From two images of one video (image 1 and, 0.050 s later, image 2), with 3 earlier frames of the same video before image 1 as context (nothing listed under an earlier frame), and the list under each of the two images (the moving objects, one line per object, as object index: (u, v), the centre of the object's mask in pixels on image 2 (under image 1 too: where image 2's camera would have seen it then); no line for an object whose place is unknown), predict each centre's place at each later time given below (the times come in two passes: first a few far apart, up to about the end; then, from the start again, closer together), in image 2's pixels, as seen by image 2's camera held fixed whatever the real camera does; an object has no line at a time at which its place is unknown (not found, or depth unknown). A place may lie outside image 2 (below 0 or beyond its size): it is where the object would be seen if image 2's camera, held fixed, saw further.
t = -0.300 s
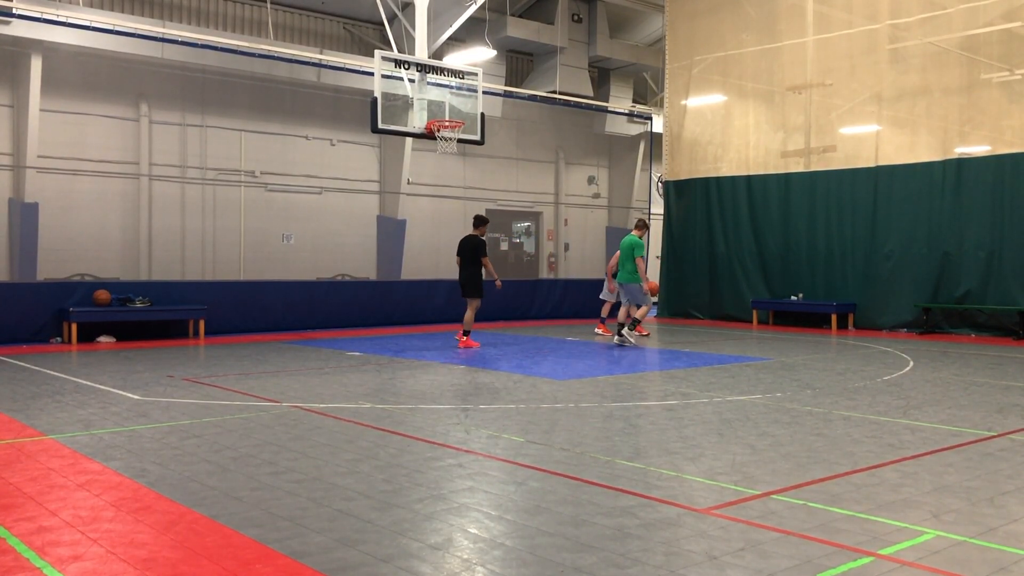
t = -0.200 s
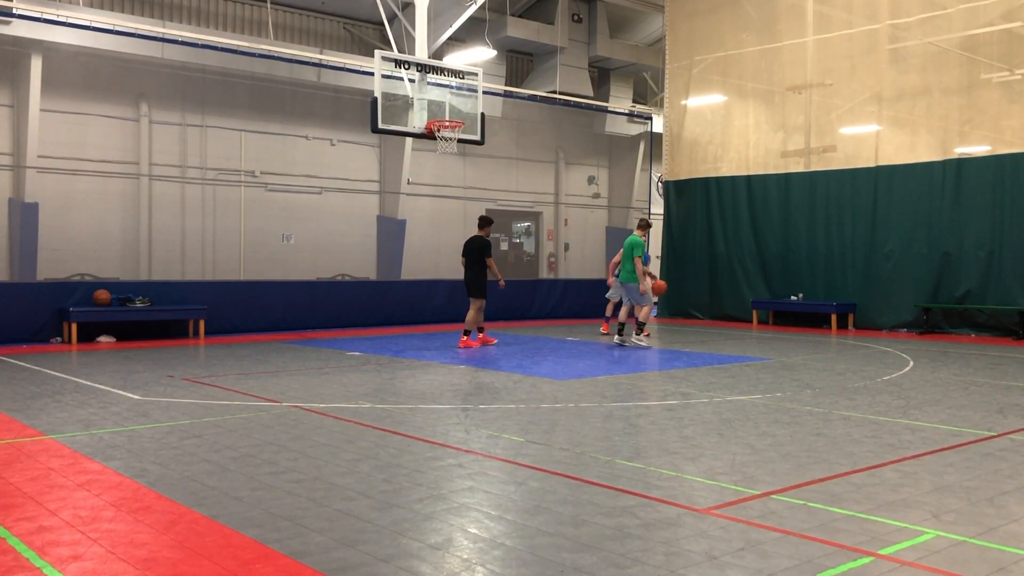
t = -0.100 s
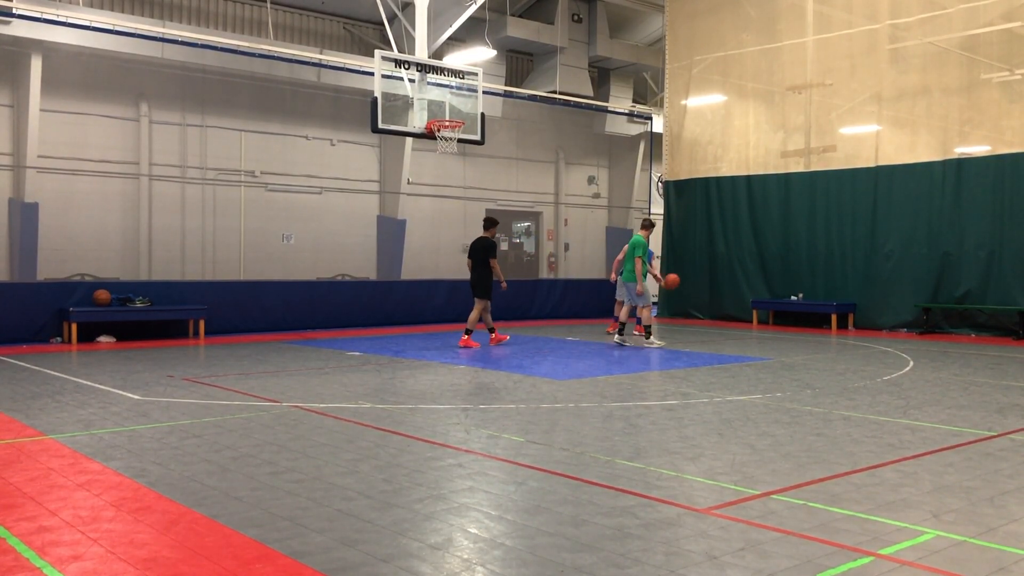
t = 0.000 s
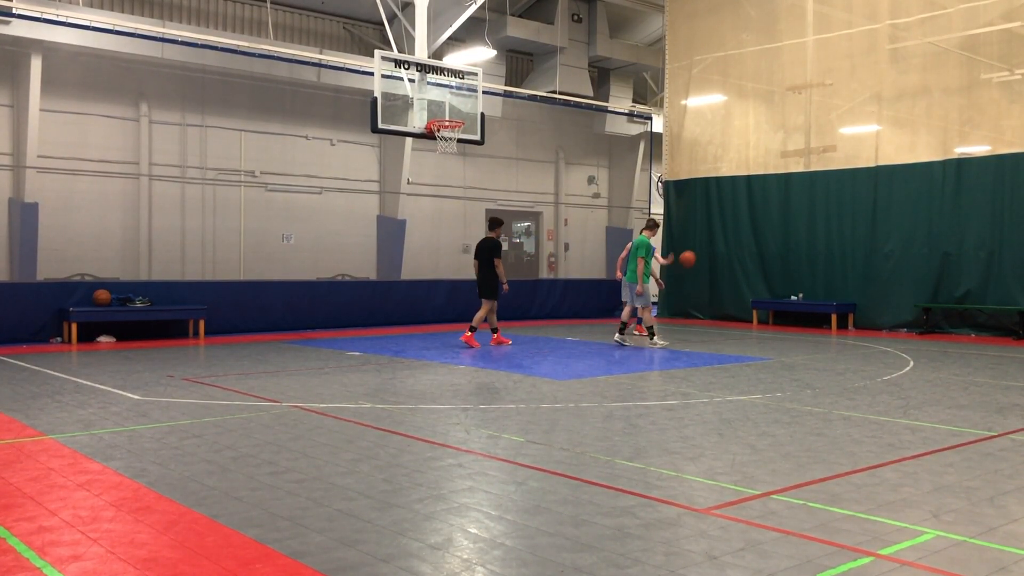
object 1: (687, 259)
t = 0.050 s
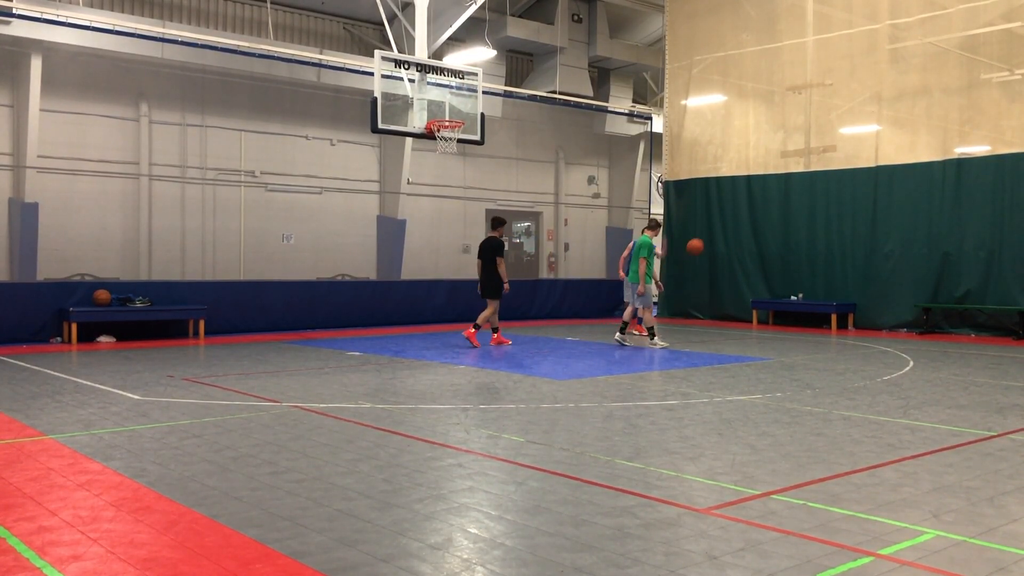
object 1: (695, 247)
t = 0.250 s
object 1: (728, 212)
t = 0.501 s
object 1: (775, 205)
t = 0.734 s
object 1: (825, 244)
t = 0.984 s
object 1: (887, 351)
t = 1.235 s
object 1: (947, 290)
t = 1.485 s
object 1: (1012, 260)
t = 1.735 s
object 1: (945, 358)
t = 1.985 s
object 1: (890, 291)
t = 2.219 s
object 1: (847, 256)
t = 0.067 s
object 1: (698, 243)
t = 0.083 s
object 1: (700, 239)
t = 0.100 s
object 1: (703, 236)
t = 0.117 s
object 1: (706, 232)
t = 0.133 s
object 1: (709, 229)
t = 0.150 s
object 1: (711, 226)
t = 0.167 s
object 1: (714, 224)
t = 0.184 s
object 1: (717, 220)
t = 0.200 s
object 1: (720, 218)
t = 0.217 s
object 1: (723, 216)
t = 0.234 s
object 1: (726, 214)
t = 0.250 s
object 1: (728, 212)
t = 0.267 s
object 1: (731, 209)
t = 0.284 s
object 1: (735, 208)
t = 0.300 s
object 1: (737, 206)
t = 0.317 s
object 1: (740, 205)
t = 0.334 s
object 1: (743, 204)
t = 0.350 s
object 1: (746, 203)
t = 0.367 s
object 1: (749, 203)
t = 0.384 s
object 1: (753, 202)
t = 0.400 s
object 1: (756, 202)
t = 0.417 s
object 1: (759, 202)
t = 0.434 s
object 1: (762, 202)
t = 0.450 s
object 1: (765, 202)
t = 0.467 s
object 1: (769, 203)
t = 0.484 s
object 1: (772, 204)
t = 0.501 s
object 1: (775, 205)
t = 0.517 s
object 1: (779, 206)
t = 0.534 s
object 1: (782, 207)
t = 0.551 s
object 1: (786, 209)
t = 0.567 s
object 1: (789, 211)
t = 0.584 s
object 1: (792, 213)
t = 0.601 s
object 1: (796, 215)
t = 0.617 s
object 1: (800, 218)
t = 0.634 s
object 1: (803, 221)
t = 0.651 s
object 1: (807, 224)
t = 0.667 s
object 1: (810, 228)
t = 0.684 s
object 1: (814, 231)
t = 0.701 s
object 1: (818, 235)
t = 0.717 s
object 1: (822, 239)
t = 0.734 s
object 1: (825, 244)
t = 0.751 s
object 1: (829, 249)
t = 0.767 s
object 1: (833, 254)
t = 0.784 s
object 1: (837, 259)
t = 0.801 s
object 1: (841, 265)
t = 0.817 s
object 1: (845, 272)
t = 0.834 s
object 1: (849, 278)
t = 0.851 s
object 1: (853, 285)
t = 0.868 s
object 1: (858, 291)
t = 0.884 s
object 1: (861, 299)
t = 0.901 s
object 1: (866, 307)
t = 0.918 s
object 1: (870, 314)
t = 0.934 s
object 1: (874, 323)
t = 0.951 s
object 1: (878, 331)
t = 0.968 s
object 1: (883, 341)
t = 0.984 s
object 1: (887, 351)
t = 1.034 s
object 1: (899, 352)
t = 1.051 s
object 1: (903, 345)
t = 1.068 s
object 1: (907, 339)
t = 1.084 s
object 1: (911, 333)
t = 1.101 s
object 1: (915, 327)
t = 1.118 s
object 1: (919, 322)
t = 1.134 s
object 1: (923, 317)
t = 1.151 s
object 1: (926, 312)
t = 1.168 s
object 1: (930, 307)
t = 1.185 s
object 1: (934, 302)
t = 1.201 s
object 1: (938, 297)
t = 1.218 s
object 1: (943, 293)
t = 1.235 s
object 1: (947, 290)
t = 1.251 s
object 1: (951, 286)
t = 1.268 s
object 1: (955, 282)
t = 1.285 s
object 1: (960, 278)
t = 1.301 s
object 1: (964, 275)
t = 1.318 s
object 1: (968, 273)
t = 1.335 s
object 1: (972, 270)
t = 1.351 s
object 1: (977, 268)
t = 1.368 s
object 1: (982, 266)
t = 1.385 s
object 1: (986, 265)
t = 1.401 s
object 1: (991, 263)
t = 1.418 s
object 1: (995, 262)
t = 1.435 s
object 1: (1000, 261)
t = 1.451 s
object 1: (1005, 260)
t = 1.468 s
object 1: (1009, 260)
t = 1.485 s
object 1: (1012, 260)
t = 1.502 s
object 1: (1015, 260)
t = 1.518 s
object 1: (1017, 260)
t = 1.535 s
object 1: (1019, 261)
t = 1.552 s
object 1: (1020, 264)
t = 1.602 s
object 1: (1008, 286)
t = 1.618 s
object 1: (1000, 294)
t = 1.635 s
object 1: (991, 303)
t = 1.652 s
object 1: (983, 312)
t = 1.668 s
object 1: (976, 320)
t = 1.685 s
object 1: (968, 328)
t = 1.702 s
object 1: (961, 338)
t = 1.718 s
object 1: (953, 348)
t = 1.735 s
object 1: (945, 358)
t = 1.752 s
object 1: (938, 368)
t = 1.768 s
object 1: (931, 375)
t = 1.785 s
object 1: (928, 368)
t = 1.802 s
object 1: (925, 360)
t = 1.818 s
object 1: (922, 353)
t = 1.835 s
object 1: (918, 345)
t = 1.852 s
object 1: (916, 337)
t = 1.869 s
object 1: (912, 330)
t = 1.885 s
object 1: (909, 324)
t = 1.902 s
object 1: (906, 318)
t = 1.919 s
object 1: (902, 312)
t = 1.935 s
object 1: (900, 306)
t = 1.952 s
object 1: (896, 301)
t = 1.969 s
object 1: (893, 296)
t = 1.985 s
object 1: (890, 291)
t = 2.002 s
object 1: (887, 287)
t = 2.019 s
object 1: (884, 283)
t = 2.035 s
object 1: (881, 279)
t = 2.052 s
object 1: (878, 276)
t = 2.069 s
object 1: (875, 272)
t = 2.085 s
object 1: (872, 269)
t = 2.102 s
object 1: (869, 267)
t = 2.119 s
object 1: (866, 264)
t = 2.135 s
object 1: (863, 262)
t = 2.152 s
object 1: (859, 260)
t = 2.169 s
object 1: (856, 259)
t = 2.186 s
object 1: (854, 257)
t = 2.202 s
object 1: (850, 256)
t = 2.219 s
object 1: (847, 256)
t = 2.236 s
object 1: (844, 255)
